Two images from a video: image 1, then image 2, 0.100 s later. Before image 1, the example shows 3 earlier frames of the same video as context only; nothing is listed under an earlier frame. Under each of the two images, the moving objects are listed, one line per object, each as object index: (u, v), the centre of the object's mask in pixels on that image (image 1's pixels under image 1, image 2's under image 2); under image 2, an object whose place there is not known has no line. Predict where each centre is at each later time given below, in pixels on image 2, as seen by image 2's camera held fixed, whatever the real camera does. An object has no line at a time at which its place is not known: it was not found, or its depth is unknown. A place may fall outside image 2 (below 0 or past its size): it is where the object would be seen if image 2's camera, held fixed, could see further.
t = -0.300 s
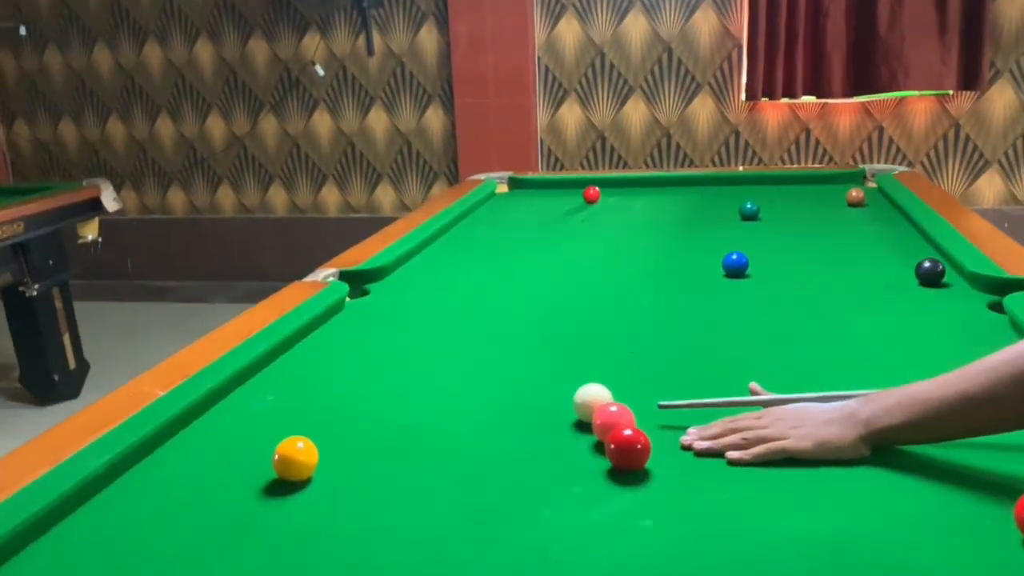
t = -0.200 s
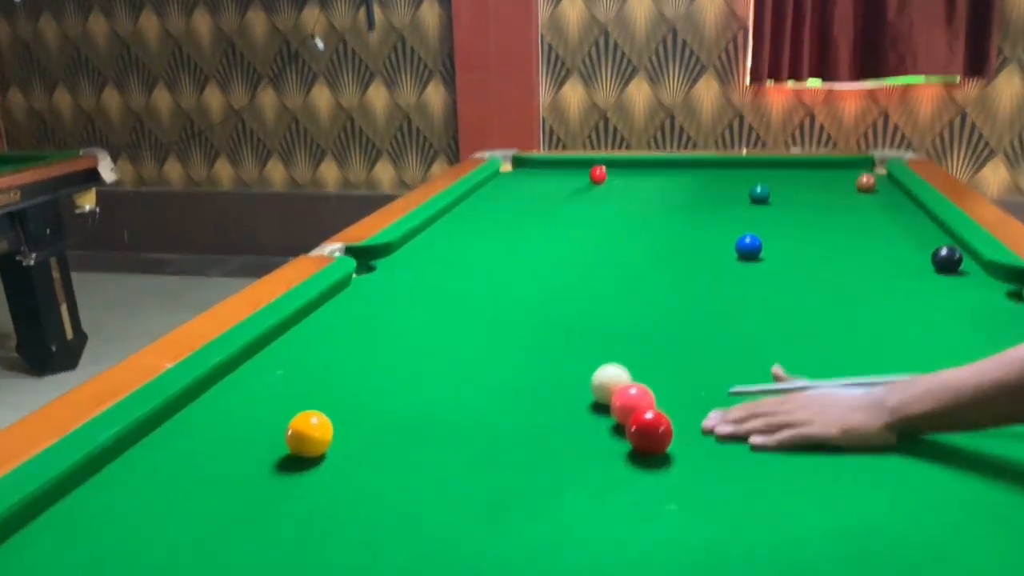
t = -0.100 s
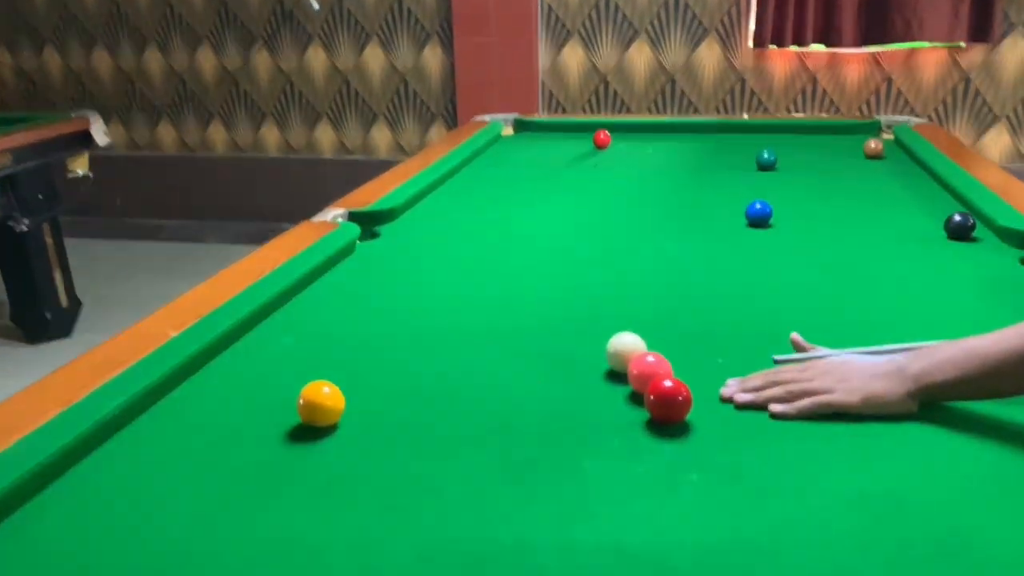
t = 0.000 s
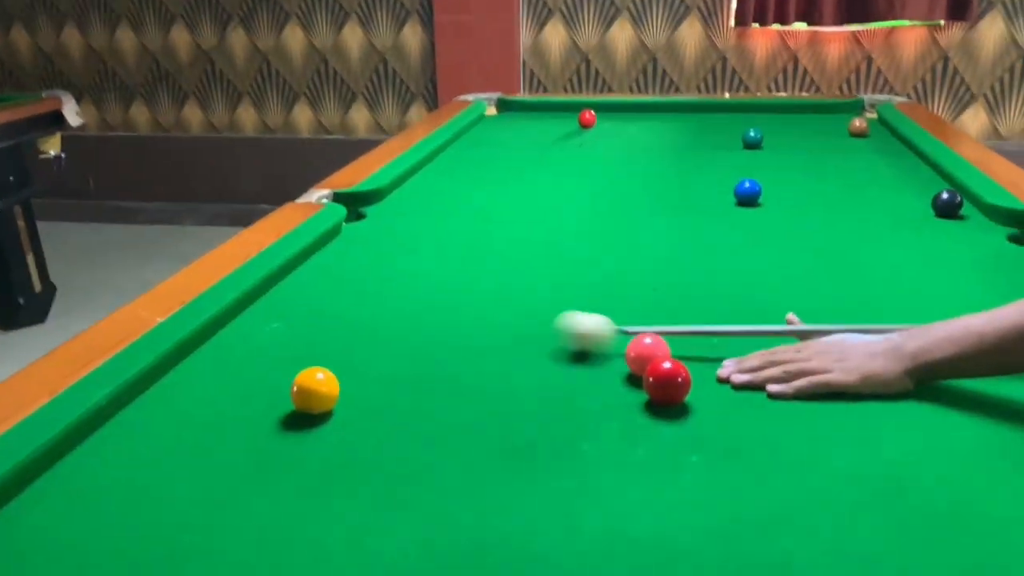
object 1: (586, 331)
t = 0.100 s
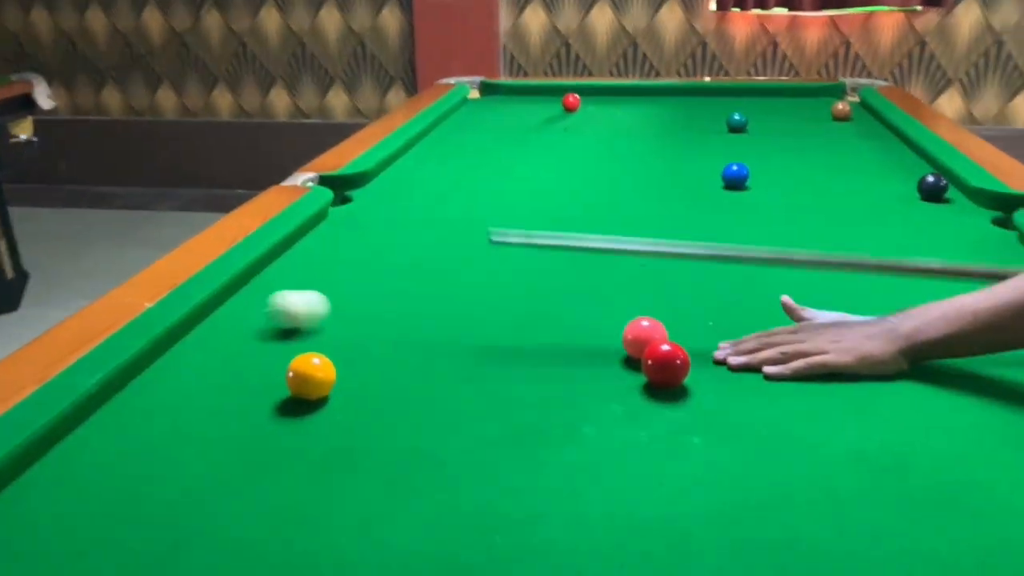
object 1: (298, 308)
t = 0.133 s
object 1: (219, 310)
